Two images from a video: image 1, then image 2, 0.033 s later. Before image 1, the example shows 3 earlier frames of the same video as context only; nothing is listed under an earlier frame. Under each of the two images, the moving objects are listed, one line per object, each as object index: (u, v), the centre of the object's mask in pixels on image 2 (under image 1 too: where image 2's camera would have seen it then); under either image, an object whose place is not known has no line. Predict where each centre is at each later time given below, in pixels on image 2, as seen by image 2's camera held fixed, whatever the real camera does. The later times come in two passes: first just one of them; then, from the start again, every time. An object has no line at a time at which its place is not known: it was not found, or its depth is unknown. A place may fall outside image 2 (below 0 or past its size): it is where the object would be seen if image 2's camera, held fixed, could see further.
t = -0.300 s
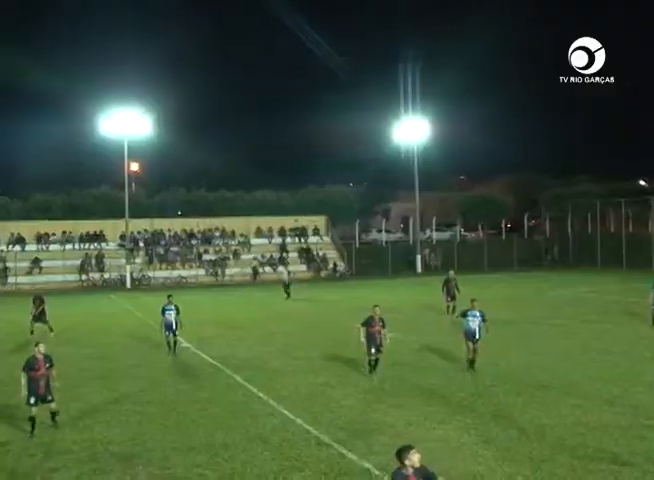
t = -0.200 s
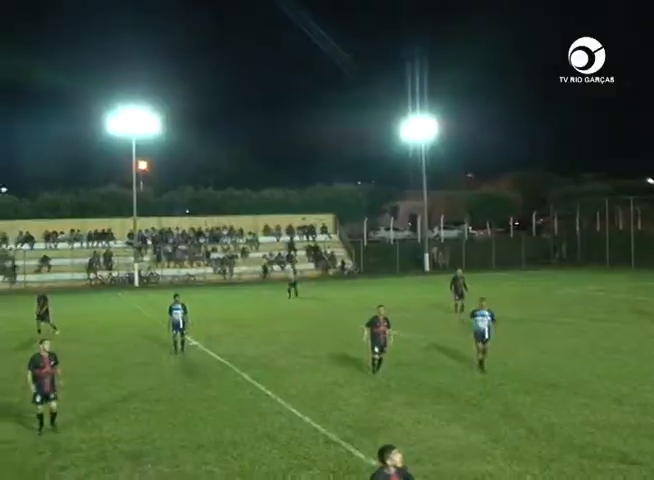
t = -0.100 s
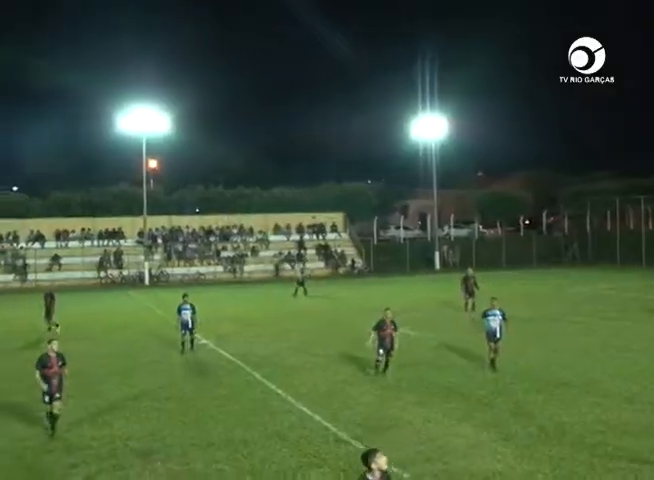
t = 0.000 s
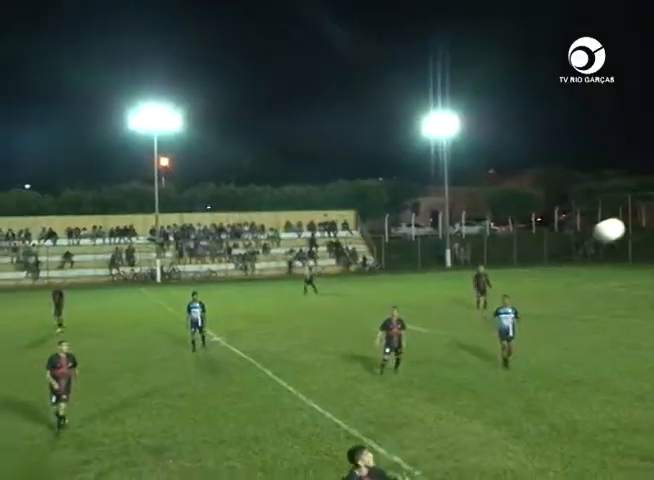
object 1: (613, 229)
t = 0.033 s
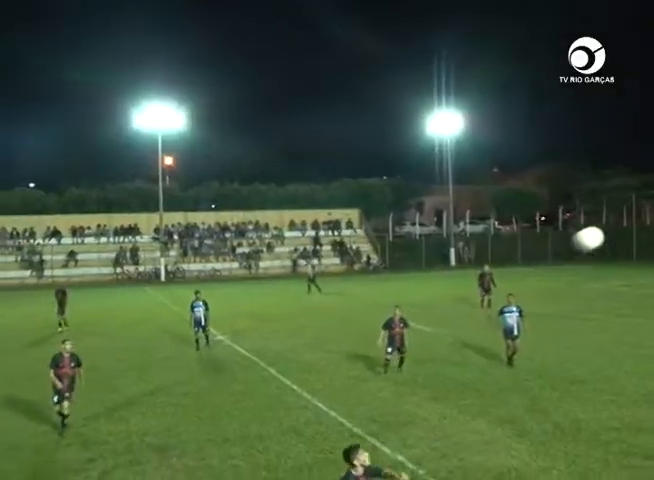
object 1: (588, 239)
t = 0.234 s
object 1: (438, 321)
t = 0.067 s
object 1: (563, 250)
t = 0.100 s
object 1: (539, 261)
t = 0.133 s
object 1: (514, 275)
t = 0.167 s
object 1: (489, 289)
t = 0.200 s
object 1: (463, 304)
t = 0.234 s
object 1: (438, 321)
